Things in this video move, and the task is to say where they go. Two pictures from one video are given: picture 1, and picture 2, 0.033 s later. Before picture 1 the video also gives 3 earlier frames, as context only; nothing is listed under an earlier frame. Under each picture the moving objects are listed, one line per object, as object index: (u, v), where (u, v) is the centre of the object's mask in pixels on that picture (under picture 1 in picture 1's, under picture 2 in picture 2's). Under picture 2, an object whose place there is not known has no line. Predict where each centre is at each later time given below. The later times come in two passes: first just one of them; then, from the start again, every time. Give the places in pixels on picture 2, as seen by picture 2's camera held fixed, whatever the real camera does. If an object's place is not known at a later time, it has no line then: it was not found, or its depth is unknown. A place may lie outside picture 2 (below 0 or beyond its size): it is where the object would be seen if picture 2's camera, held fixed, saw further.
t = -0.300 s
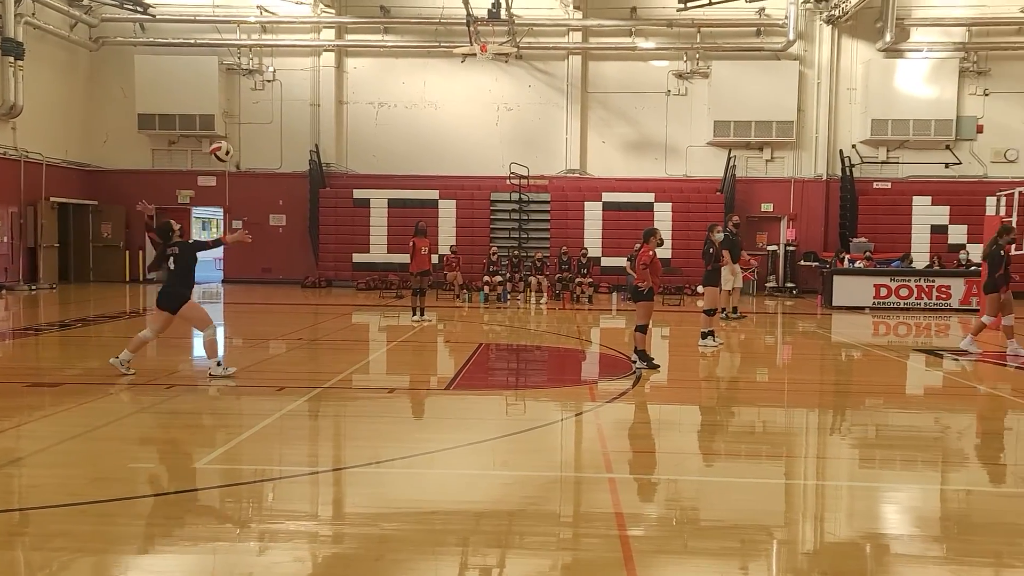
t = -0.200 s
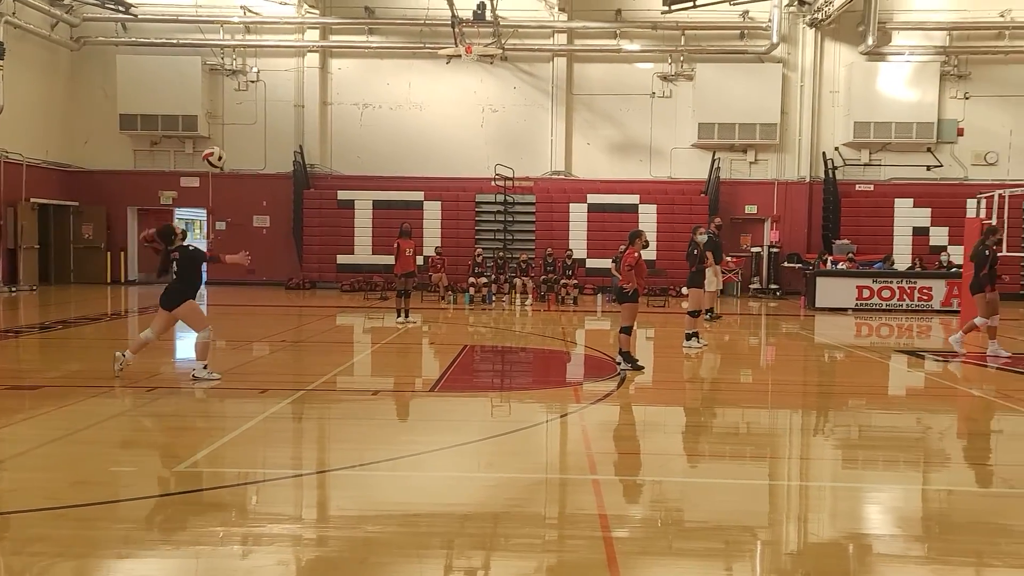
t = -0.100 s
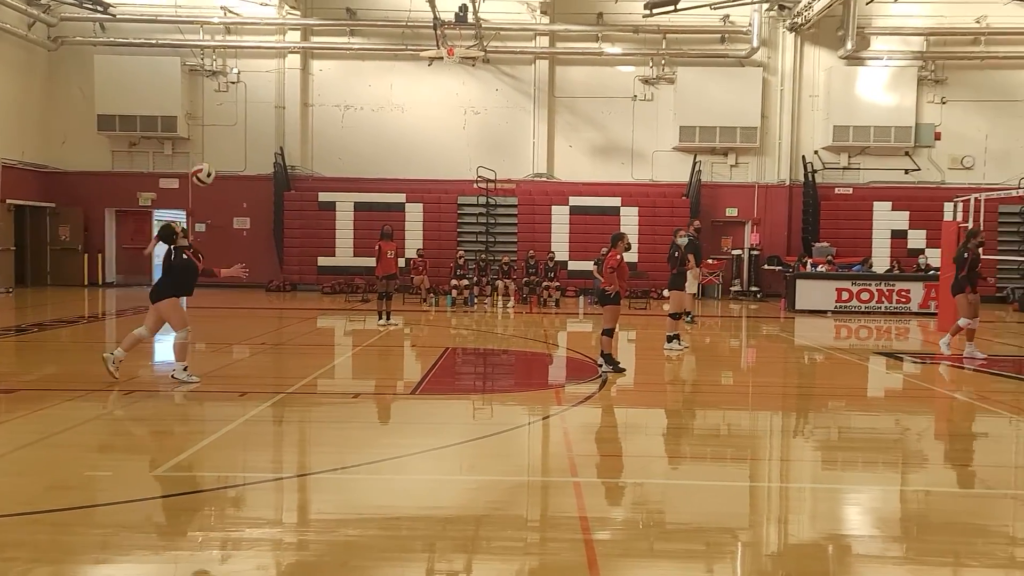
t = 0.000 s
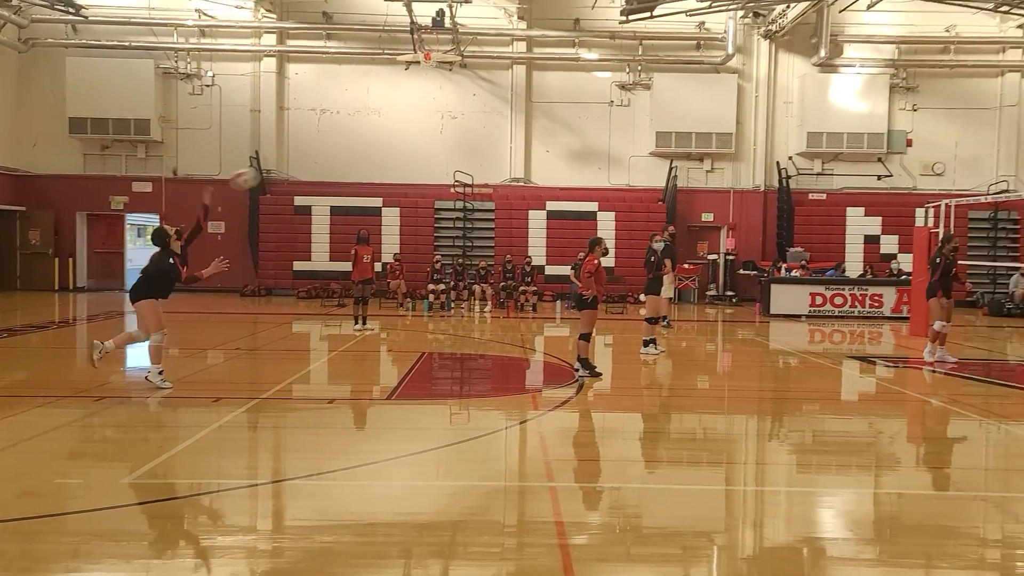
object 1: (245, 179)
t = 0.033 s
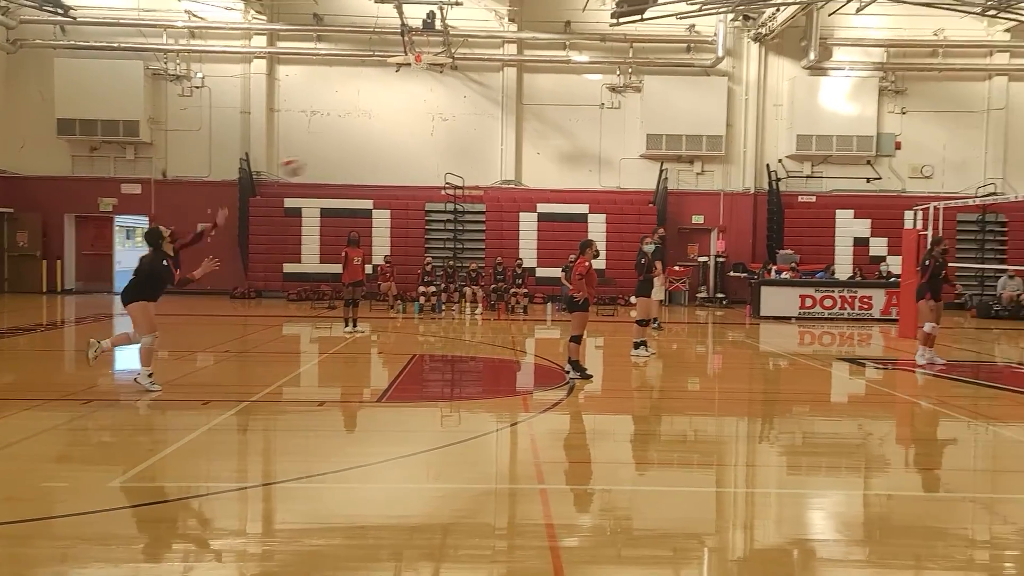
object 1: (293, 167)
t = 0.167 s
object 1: (508, 126)
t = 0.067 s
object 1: (347, 155)
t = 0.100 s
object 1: (402, 144)
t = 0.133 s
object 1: (457, 134)
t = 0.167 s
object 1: (508, 126)
